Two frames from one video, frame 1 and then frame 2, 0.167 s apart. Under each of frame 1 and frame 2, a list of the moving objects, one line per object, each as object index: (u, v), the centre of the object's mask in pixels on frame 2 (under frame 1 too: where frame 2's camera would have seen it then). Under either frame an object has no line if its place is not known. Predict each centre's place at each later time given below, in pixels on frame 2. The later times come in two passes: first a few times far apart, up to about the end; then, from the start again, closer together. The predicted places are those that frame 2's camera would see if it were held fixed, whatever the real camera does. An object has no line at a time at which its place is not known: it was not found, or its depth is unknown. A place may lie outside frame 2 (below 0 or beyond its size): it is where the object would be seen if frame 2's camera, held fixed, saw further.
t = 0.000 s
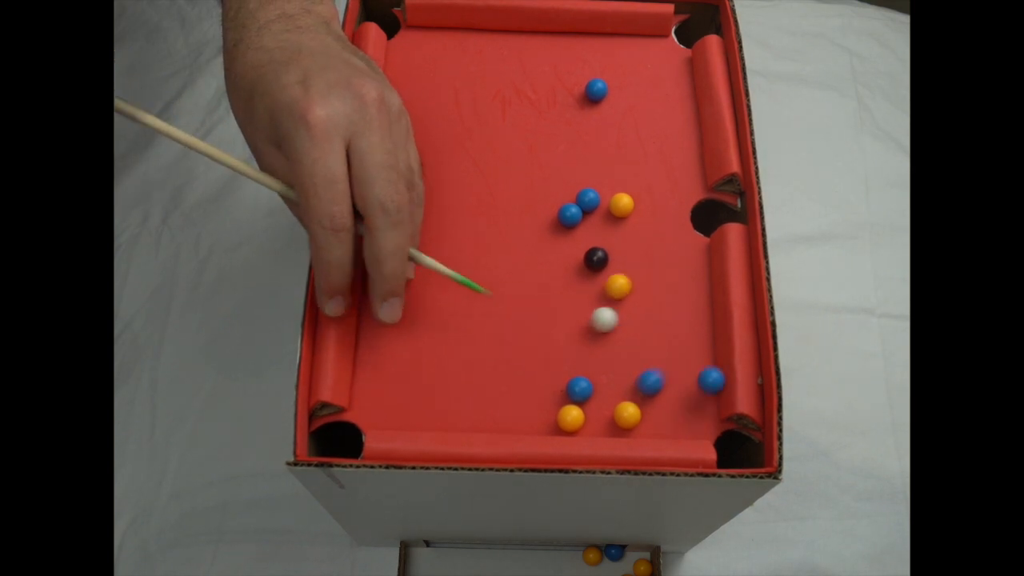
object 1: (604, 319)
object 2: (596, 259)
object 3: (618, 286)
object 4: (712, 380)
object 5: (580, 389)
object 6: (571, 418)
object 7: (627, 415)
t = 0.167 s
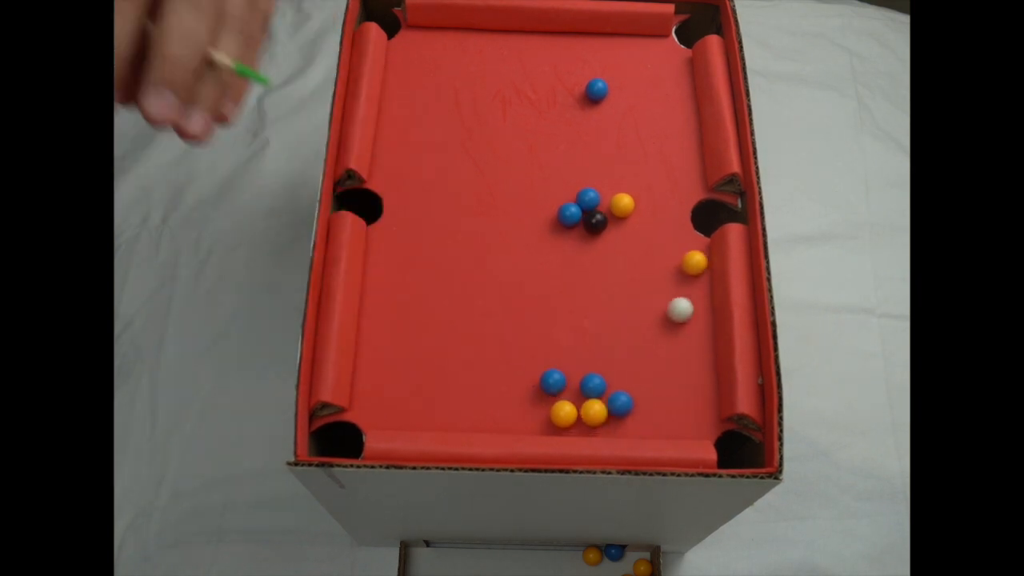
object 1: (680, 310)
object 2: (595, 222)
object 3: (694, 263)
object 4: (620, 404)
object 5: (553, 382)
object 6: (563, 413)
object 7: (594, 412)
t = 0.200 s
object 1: (668, 314)
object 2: (595, 222)
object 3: (687, 261)
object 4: (614, 396)
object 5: (548, 377)
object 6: (560, 410)
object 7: (589, 413)
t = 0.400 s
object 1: (587, 337)
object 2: (586, 233)
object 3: (631, 259)
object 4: (601, 363)
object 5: (527, 372)
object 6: (543, 394)
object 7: (586, 417)
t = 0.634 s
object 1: (554, 325)
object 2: (585, 233)
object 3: (556, 261)
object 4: (608, 355)
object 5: (529, 372)
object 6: (544, 394)
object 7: (586, 417)
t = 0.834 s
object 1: (566, 330)
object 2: (585, 233)
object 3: (536, 264)
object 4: (606, 355)
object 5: (529, 372)
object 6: (544, 394)
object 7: (586, 417)
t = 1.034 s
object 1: (565, 330)
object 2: (585, 233)
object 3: (555, 262)
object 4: (606, 355)
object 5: (529, 372)
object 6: (544, 394)
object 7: (586, 417)
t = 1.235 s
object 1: (565, 330)
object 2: (585, 233)
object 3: (575, 269)
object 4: (606, 355)
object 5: (529, 372)
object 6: (544, 394)
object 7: (586, 417)
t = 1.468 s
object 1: (565, 330)
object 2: (585, 233)
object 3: (592, 278)
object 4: (606, 355)
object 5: (529, 372)
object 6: (544, 394)
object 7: (586, 417)
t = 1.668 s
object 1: (565, 330)
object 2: (585, 233)
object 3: (596, 274)
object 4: (607, 355)
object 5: (529, 372)
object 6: (544, 394)
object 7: (586, 417)
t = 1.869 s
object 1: (565, 330)
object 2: (585, 233)
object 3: (597, 269)
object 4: (607, 355)
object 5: (529, 372)
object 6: (544, 394)
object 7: (586, 417)
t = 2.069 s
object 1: (565, 330)
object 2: (585, 233)
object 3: (596, 270)
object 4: (607, 355)
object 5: (529, 372)
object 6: (543, 394)
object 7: (586, 417)
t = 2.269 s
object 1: (565, 330)
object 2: (585, 233)
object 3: (596, 270)
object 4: (607, 355)
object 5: (529, 372)
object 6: (543, 394)
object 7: (586, 417)
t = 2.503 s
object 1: (565, 330)
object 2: (585, 233)
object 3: (596, 270)
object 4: (607, 355)
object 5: (529, 372)
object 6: (543, 394)
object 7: (586, 417)
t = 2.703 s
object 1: (565, 330)
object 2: (585, 233)
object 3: (596, 270)
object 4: (607, 355)
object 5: (529, 372)
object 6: (543, 394)
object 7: (586, 417)
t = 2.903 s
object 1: (565, 330)
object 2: (585, 233)
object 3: (596, 270)
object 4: (607, 355)
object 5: (529, 372)
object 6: (544, 394)
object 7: (586, 417)
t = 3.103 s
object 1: (565, 330)
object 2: (585, 233)
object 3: (596, 270)
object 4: (607, 355)
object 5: (529, 372)
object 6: (544, 394)
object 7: (586, 417)
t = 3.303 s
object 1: (565, 330)
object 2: (585, 233)
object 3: (596, 270)
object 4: (606, 355)
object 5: (529, 372)
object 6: (544, 394)
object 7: (586, 417)
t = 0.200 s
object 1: (668, 314)
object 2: (595, 222)
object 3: (687, 261)
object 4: (614, 396)
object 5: (548, 377)
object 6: (560, 410)
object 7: (589, 413)
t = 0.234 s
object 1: (655, 319)
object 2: (594, 223)
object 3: (679, 260)
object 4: (613, 389)
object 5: (542, 372)
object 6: (555, 408)
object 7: (587, 415)
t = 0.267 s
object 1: (642, 322)
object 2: (593, 224)
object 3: (671, 259)
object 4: (611, 383)
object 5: (537, 370)
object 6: (551, 405)
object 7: (586, 416)
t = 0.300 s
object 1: (628, 325)
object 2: (593, 226)
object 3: (662, 258)
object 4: (608, 377)
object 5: (532, 370)
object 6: (548, 402)
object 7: (586, 417)
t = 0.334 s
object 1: (614, 329)
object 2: (590, 228)
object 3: (652, 258)
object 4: (605, 371)
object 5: (529, 372)
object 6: (547, 398)
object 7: (586, 417)
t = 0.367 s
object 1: (601, 333)
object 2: (589, 231)
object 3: (642, 258)
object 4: (602, 366)
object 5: (528, 373)
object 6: (544, 394)
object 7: (586, 417)
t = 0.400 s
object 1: (587, 337)
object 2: (586, 233)
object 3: (631, 259)
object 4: (601, 363)
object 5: (527, 372)
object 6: (543, 394)
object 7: (586, 417)
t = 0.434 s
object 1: (575, 340)
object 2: (585, 233)
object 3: (620, 260)
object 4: (600, 359)
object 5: (528, 371)
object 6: (543, 393)
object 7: (586, 417)
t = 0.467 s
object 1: (567, 339)
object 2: (585, 234)
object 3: (608, 261)
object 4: (601, 357)
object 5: (527, 372)
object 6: (543, 393)
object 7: (586, 417)
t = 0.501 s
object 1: (562, 334)
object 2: (585, 233)
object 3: (596, 261)
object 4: (603, 355)
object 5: (527, 373)
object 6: (543, 394)
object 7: (586, 417)
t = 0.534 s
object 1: (557, 331)
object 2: (585, 233)
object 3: (584, 261)
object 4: (605, 355)
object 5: (528, 372)
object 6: (543, 394)
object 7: (586, 417)
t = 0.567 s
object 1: (554, 328)
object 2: (585, 233)
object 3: (574, 261)
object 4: (607, 355)
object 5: (529, 372)
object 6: (543, 394)
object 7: (586, 417)
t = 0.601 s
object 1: (553, 326)
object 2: (585, 233)
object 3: (564, 261)
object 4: (608, 355)
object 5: (529, 372)
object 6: (544, 394)
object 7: (586, 417)
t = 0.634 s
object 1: (554, 325)
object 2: (585, 233)
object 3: (556, 261)
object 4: (608, 355)
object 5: (529, 372)
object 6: (544, 394)
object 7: (586, 417)
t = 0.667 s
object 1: (557, 325)
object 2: (585, 233)
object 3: (549, 262)
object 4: (607, 355)
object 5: (529, 372)
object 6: (543, 394)
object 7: (586, 417)
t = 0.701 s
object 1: (559, 326)
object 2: (585, 233)
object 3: (543, 263)
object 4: (606, 354)
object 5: (529, 372)
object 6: (543, 394)
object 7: (586, 417)
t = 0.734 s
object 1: (559, 327)
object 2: (585, 233)
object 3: (539, 264)
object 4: (606, 355)
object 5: (529, 372)
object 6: (543, 394)
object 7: (586, 417)
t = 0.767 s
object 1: (561, 328)
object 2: (585, 233)
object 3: (537, 264)
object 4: (606, 355)
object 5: (529, 372)
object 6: (543, 394)
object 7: (586, 417)
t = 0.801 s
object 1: (563, 328)
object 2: (585, 233)
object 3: (536, 264)
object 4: (606, 355)
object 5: (529, 372)
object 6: (543, 394)
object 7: (586, 417)
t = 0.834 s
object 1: (566, 330)
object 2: (585, 233)
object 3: (536, 264)
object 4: (606, 355)
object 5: (529, 372)
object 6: (544, 394)
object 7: (586, 417)
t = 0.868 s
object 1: (568, 331)
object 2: (585, 233)
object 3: (538, 264)
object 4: (606, 355)
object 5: (529, 372)
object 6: (544, 394)
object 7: (586, 417)
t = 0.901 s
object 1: (569, 331)
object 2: (585, 233)
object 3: (540, 263)
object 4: (606, 355)
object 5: (529, 372)
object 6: (543, 394)
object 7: (586, 417)
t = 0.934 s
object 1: (568, 331)
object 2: (585, 233)
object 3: (542, 263)
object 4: (606, 355)
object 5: (529, 372)
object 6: (544, 394)
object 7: (586, 417)
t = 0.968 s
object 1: (566, 330)
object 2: (585, 233)
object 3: (546, 263)
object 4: (606, 355)
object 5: (529, 372)
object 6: (543, 394)
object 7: (586, 417)
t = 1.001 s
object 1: (565, 330)
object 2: (585, 233)
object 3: (551, 262)
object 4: (606, 355)
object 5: (529, 372)
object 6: (543, 394)
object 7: (586, 417)
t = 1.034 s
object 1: (565, 330)
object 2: (585, 233)
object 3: (555, 262)
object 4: (606, 355)
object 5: (529, 372)
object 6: (544, 394)
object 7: (586, 417)
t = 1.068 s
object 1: (565, 330)
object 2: (585, 233)
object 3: (559, 262)
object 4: (606, 355)
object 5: (529, 372)
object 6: (544, 394)
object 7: (586, 417)
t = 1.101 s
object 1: (565, 330)
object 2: (585, 233)
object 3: (563, 262)
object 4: (606, 355)
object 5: (529, 372)
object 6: (544, 394)
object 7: (586, 417)
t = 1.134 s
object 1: (565, 330)
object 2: (585, 233)
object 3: (566, 264)
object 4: (606, 355)
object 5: (529, 372)
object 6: (543, 394)
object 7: (586, 417)
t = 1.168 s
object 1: (565, 330)
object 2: (585, 233)
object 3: (569, 265)
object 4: (606, 355)
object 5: (529, 372)
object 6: (544, 394)
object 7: (586, 417)
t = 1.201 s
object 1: (565, 330)
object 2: (585, 233)
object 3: (572, 267)
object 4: (606, 355)
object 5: (529, 372)
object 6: (543, 394)
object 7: (586, 417)
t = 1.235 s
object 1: (565, 330)
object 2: (585, 233)
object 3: (575, 269)
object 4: (606, 355)
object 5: (529, 372)
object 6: (544, 394)
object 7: (586, 417)
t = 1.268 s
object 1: (565, 330)
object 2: (585, 233)
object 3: (579, 273)
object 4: (606, 355)
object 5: (529, 372)
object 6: (543, 394)
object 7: (586, 417)
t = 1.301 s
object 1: (565, 330)
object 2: (585, 233)
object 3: (582, 275)
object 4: (606, 355)
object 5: (529, 372)
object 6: (544, 394)
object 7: (586, 417)
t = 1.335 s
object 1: (565, 330)
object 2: (585, 233)
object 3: (585, 277)
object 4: (606, 355)
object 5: (529, 372)
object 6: (544, 394)
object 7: (586, 417)
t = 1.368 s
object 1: (565, 330)
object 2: (585, 233)
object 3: (587, 278)
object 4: (606, 355)
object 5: (529, 372)
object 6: (544, 394)
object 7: (586, 417)
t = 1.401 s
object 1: (565, 330)
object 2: (585, 233)
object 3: (589, 279)
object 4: (606, 355)
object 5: (529, 372)
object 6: (544, 394)
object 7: (586, 417)
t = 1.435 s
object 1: (565, 330)
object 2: (585, 233)
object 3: (591, 279)
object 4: (606, 355)
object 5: (529, 372)
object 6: (544, 394)
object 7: (586, 417)
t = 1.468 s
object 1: (565, 330)
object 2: (585, 233)
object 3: (592, 278)
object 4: (606, 355)
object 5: (529, 372)
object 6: (544, 394)
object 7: (586, 417)
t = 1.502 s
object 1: (565, 330)
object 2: (585, 233)
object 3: (592, 277)
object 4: (606, 355)
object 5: (529, 372)
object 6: (544, 394)
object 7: (586, 417)
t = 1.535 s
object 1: (565, 330)
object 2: (585, 233)
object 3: (593, 276)
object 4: (606, 355)
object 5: (529, 372)
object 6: (544, 394)
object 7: (586, 417)
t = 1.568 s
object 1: (565, 330)
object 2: (585, 233)
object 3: (594, 275)
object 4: (606, 355)
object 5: (529, 372)
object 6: (544, 394)
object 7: (586, 417)
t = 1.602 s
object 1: (565, 330)
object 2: (585, 233)
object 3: (595, 275)
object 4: (606, 355)
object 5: (529, 372)
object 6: (544, 394)
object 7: (586, 417)
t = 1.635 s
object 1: (565, 330)
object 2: (585, 233)
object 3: (595, 275)
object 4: (606, 355)
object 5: (529, 372)
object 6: (544, 394)
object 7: (586, 417)
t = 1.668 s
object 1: (565, 330)
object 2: (585, 233)
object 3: (596, 274)
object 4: (607, 355)
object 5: (529, 372)
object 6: (544, 394)
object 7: (586, 417)
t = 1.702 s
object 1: (565, 330)
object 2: (585, 233)
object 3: (597, 274)
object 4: (607, 355)
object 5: (529, 372)
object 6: (544, 394)
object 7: (586, 417)
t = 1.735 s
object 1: (565, 330)
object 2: (585, 233)
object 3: (597, 273)
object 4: (607, 355)
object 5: (529, 372)
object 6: (544, 394)
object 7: (586, 417)
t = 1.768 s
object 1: (565, 330)
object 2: (585, 233)
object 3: (596, 271)
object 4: (607, 355)
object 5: (529, 372)
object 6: (544, 394)
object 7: (586, 417)
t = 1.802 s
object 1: (565, 330)
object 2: (585, 233)
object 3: (596, 269)
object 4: (607, 355)
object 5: (529, 372)
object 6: (544, 394)
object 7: (586, 417)
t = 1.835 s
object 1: (565, 330)
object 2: (585, 233)
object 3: (597, 269)
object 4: (607, 355)
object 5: (529, 372)
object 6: (544, 394)
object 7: (586, 417)
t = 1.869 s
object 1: (565, 330)
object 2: (585, 233)
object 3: (597, 269)
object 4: (607, 355)
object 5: (529, 372)
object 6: (544, 394)
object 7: (586, 417)
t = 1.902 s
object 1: (565, 330)
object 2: (585, 233)
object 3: (597, 270)
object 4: (607, 355)
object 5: (529, 372)
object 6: (544, 394)
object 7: (586, 417)
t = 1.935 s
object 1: (565, 330)
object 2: (585, 233)
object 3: (596, 270)
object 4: (606, 355)
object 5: (529, 372)
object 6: (544, 394)
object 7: (586, 417)
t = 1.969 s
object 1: (565, 330)
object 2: (585, 233)
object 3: (596, 270)
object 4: (607, 355)
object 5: (529, 372)
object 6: (543, 394)
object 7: (586, 417)
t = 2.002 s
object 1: (565, 330)
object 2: (585, 233)
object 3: (596, 270)
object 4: (607, 355)
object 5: (529, 372)
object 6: (544, 394)
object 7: (586, 417)
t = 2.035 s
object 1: (565, 330)
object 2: (585, 233)
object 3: (596, 270)
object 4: (606, 355)
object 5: (529, 372)
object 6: (543, 394)
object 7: (586, 417)
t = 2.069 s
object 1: (565, 330)
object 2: (585, 233)
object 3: (596, 270)
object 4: (607, 355)
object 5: (529, 372)
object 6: (543, 394)
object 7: (586, 417)
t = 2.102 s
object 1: (565, 330)
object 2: (585, 233)
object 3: (596, 270)
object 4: (607, 355)
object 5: (529, 372)
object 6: (543, 394)
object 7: (586, 417)
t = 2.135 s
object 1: (565, 330)
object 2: (585, 233)
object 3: (596, 270)
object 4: (607, 355)
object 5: (529, 372)
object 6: (543, 394)
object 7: (586, 417)
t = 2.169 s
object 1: (565, 330)
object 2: (585, 233)
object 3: (596, 270)
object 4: (607, 355)
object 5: (529, 372)
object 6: (543, 394)
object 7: (586, 417)
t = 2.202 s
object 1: (565, 330)
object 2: (585, 233)
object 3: (596, 270)
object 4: (607, 355)
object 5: (529, 372)
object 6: (543, 394)
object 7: (586, 417)
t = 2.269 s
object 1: (565, 330)
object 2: (585, 233)
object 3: (596, 270)
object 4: (607, 355)
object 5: (529, 372)
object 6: (543, 394)
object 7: (586, 417)
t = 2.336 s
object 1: (565, 330)
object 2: (585, 233)
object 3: (596, 270)
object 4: (607, 355)
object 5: (529, 372)
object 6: (543, 394)
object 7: (586, 417)
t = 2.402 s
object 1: (565, 330)
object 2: (585, 233)
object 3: (596, 270)
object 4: (607, 355)
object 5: (529, 372)
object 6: (543, 394)
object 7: (586, 417)
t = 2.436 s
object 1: (565, 330)
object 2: (585, 233)
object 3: (596, 270)
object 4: (607, 355)
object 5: (529, 372)
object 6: (543, 394)
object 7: (586, 417)
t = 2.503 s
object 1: (565, 330)
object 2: (585, 233)
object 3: (596, 270)
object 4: (607, 355)
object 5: (529, 372)
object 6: (543, 394)
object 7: (586, 417)
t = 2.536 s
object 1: (564, 330)
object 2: (585, 233)
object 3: (596, 270)
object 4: (607, 355)
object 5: (529, 372)
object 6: (543, 394)
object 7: (586, 417)
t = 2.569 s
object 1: (565, 330)
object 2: (585, 233)
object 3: (596, 270)
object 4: (607, 355)
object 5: (529, 372)
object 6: (543, 394)
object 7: (586, 417)
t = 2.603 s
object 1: (565, 330)
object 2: (585, 233)
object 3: (596, 270)
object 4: (607, 355)
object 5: (529, 372)
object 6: (543, 394)
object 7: (586, 417)
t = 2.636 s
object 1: (565, 330)
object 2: (585, 233)
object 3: (596, 270)
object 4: (607, 355)
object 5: (529, 372)
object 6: (543, 394)
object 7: (586, 417)
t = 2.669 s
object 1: (565, 330)
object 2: (585, 233)
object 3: (596, 270)
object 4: (607, 355)
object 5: (529, 372)
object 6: (543, 394)
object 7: (586, 417)
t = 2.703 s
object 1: (565, 330)
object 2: (585, 233)
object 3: (596, 270)
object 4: (607, 355)
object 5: (529, 372)
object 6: (543, 394)
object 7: (586, 417)
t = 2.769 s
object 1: (565, 330)
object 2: (585, 233)
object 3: (596, 270)
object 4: (607, 355)
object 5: (529, 372)
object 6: (543, 394)
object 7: (586, 417)
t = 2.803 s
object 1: (565, 330)
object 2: (585, 233)
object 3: (596, 270)
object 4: (607, 355)
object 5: (529, 372)
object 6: (543, 394)
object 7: (586, 417)
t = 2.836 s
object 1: (565, 330)
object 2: (585, 233)
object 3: (596, 270)
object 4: (607, 355)
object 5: (529, 372)
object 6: (543, 394)
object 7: (586, 417)
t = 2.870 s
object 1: (565, 330)
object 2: (585, 233)
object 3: (596, 270)
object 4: (607, 355)
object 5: (529, 372)
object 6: (543, 394)
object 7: (586, 417)
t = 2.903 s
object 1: (565, 330)
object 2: (585, 233)
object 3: (596, 270)
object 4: (607, 355)
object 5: (529, 372)
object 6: (544, 394)
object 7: (586, 417)
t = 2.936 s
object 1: (565, 330)
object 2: (585, 233)
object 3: (596, 270)
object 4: (607, 355)
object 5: (529, 372)
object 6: (543, 394)
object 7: (586, 417)
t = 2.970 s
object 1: (565, 330)
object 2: (585, 233)
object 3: (596, 270)
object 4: (607, 355)
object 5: (529, 372)
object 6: (543, 394)
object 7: (586, 417)
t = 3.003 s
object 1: (565, 330)
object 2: (585, 233)
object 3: (596, 270)
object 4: (607, 355)
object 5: (529, 372)
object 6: (544, 394)
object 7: (586, 417)
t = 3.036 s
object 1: (564, 330)
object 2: (585, 233)
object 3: (596, 270)
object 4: (607, 355)
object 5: (529, 372)
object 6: (544, 394)
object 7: (586, 417)
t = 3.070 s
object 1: (565, 330)
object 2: (585, 233)
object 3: (596, 270)
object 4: (607, 355)
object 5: (529, 372)
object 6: (544, 394)
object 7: (586, 417)
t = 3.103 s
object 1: (565, 330)
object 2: (585, 233)
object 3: (596, 270)
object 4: (607, 355)
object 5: (529, 372)
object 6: (544, 394)
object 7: (586, 417)
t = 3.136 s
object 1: (565, 330)
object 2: (585, 233)
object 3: (596, 270)
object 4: (607, 355)
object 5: (529, 372)
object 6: (543, 394)
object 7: (586, 417)
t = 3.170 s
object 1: (565, 330)
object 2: (585, 233)
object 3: (596, 270)
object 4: (607, 355)
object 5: (529, 372)
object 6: (544, 394)
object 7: (586, 417)
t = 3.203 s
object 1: (565, 330)
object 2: (585, 233)
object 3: (596, 270)
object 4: (607, 355)
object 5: (529, 372)
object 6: (544, 394)
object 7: (586, 417)
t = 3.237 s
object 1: (565, 330)
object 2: (585, 233)
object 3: (596, 270)
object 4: (607, 355)
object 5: (529, 372)
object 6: (544, 394)
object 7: (586, 417)
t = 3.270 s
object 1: (565, 330)
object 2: (585, 233)
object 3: (596, 270)
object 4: (607, 355)
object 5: (529, 372)
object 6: (544, 394)
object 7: (586, 417)
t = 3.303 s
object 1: (565, 330)
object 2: (585, 233)
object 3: (596, 270)
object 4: (606, 355)
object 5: (529, 372)
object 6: (544, 394)
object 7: (586, 417)
